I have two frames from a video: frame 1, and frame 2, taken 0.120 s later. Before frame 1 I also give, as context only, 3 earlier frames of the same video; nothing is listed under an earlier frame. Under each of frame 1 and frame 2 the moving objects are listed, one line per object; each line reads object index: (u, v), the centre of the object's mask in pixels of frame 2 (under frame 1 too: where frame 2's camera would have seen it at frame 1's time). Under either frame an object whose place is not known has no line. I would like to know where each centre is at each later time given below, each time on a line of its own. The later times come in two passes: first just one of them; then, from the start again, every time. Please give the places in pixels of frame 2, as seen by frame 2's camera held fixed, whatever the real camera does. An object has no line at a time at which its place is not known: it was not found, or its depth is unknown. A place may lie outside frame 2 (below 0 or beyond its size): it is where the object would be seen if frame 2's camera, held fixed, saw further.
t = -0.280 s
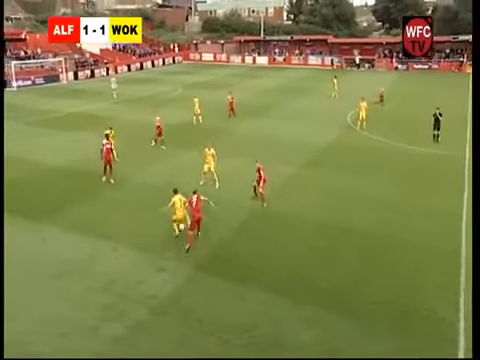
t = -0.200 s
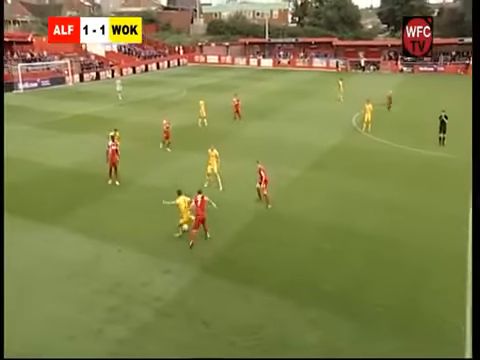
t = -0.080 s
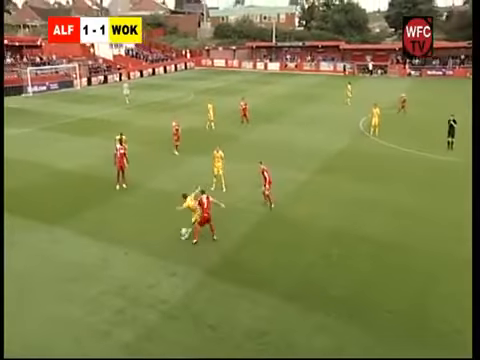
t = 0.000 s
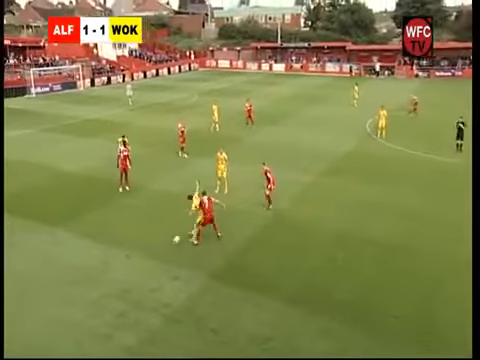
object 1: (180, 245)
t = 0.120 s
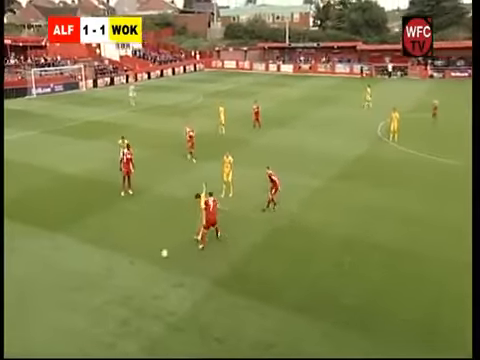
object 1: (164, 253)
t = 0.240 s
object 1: (149, 261)
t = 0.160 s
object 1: (159, 256)
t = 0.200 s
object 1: (154, 259)
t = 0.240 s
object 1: (149, 261)
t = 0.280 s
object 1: (144, 263)
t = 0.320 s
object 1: (140, 266)
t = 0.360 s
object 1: (135, 269)
